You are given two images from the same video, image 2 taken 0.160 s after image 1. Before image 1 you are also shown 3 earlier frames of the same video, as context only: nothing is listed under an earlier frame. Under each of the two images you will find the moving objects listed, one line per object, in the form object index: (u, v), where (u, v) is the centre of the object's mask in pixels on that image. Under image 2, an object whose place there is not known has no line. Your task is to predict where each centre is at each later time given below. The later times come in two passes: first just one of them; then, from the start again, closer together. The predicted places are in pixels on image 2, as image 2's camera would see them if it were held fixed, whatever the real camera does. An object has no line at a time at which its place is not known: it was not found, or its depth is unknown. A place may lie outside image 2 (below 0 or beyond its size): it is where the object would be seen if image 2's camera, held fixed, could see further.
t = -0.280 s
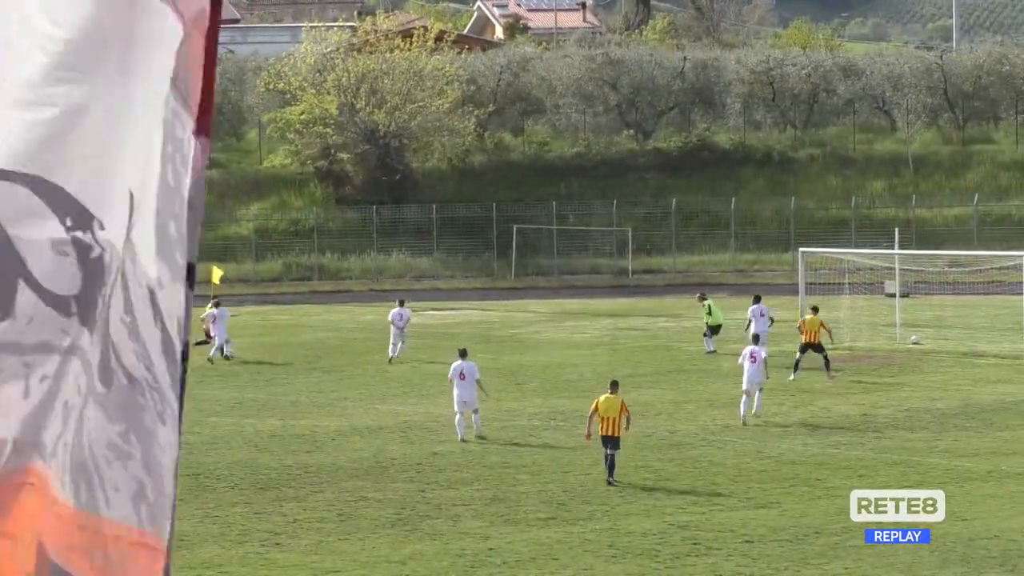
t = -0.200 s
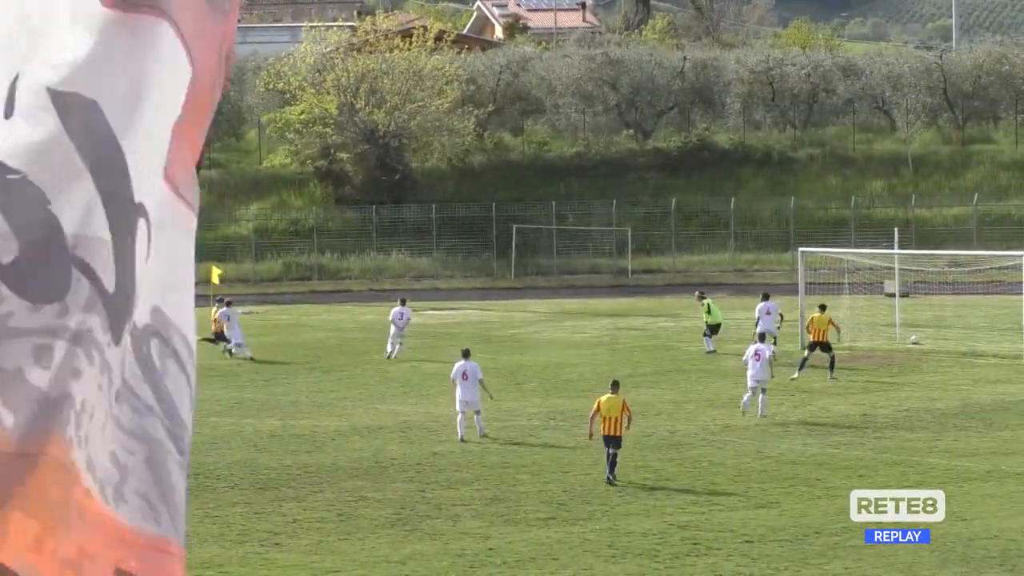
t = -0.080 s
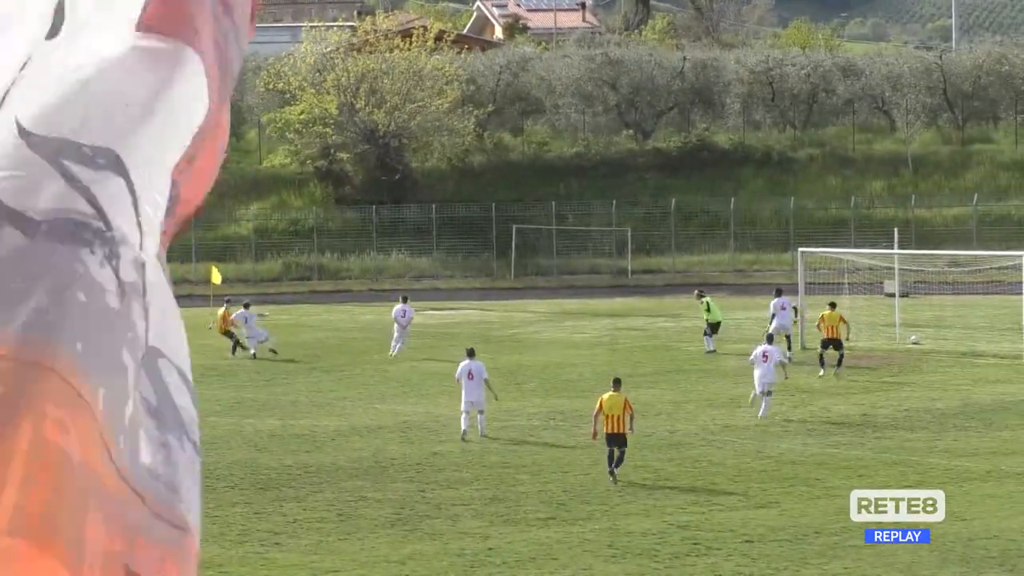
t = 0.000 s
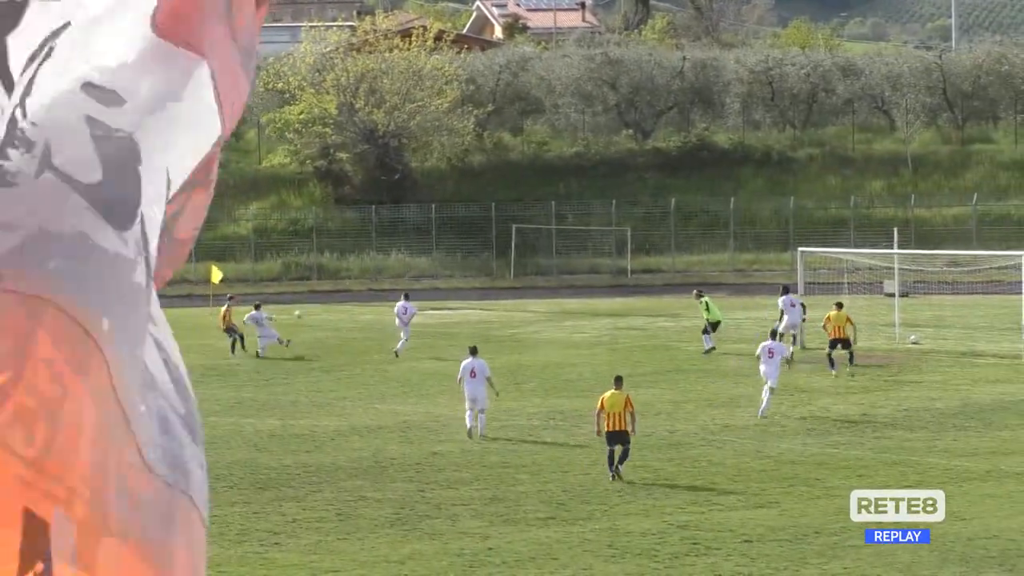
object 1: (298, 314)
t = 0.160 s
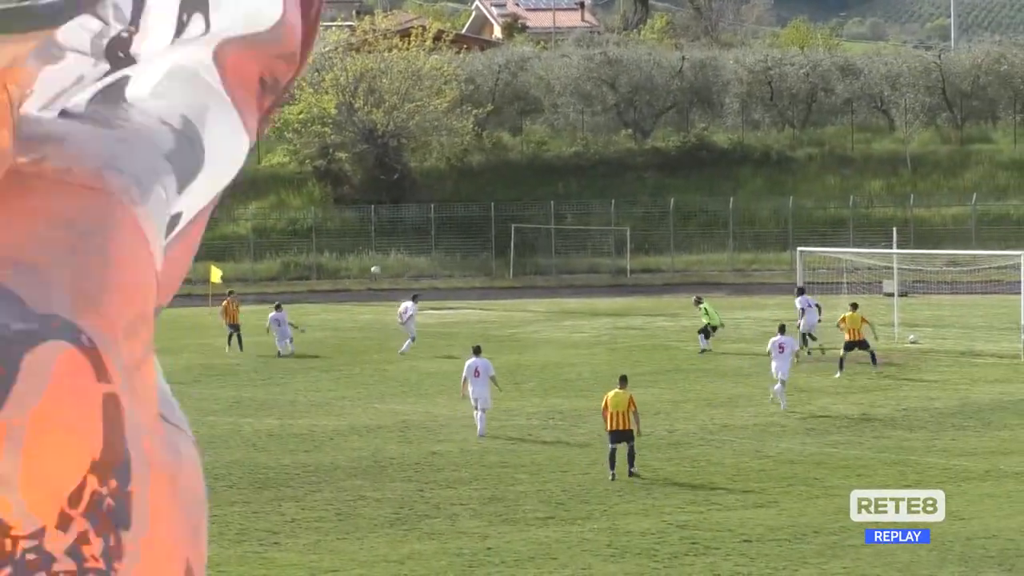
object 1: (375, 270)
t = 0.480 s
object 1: (519, 207)
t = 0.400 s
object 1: (485, 220)
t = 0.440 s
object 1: (502, 214)
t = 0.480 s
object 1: (519, 207)
